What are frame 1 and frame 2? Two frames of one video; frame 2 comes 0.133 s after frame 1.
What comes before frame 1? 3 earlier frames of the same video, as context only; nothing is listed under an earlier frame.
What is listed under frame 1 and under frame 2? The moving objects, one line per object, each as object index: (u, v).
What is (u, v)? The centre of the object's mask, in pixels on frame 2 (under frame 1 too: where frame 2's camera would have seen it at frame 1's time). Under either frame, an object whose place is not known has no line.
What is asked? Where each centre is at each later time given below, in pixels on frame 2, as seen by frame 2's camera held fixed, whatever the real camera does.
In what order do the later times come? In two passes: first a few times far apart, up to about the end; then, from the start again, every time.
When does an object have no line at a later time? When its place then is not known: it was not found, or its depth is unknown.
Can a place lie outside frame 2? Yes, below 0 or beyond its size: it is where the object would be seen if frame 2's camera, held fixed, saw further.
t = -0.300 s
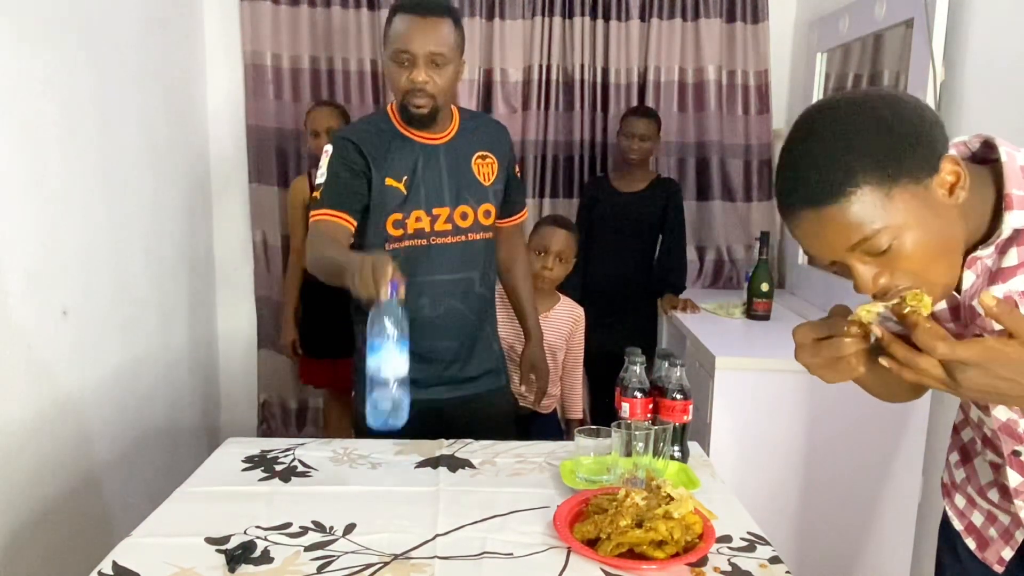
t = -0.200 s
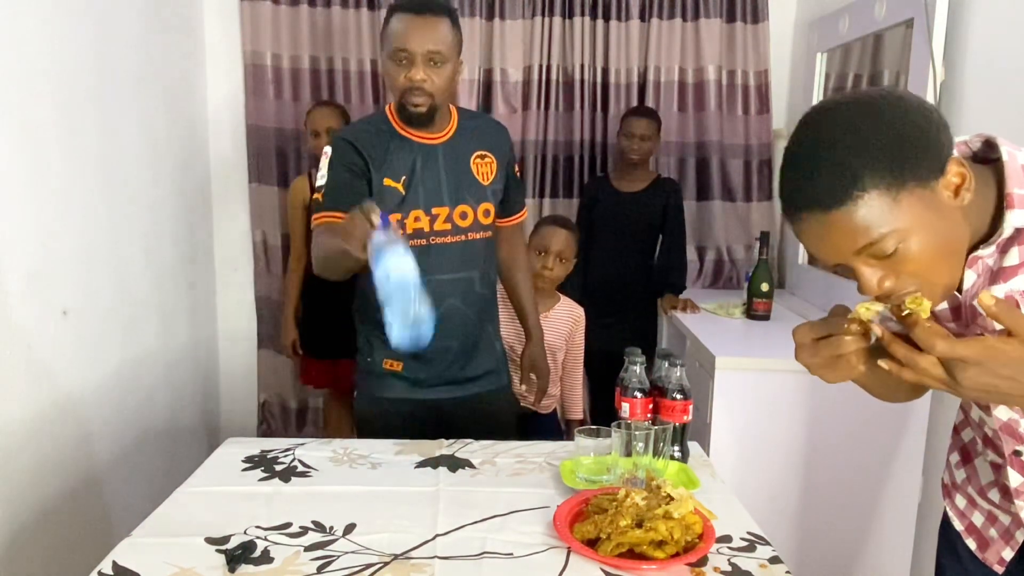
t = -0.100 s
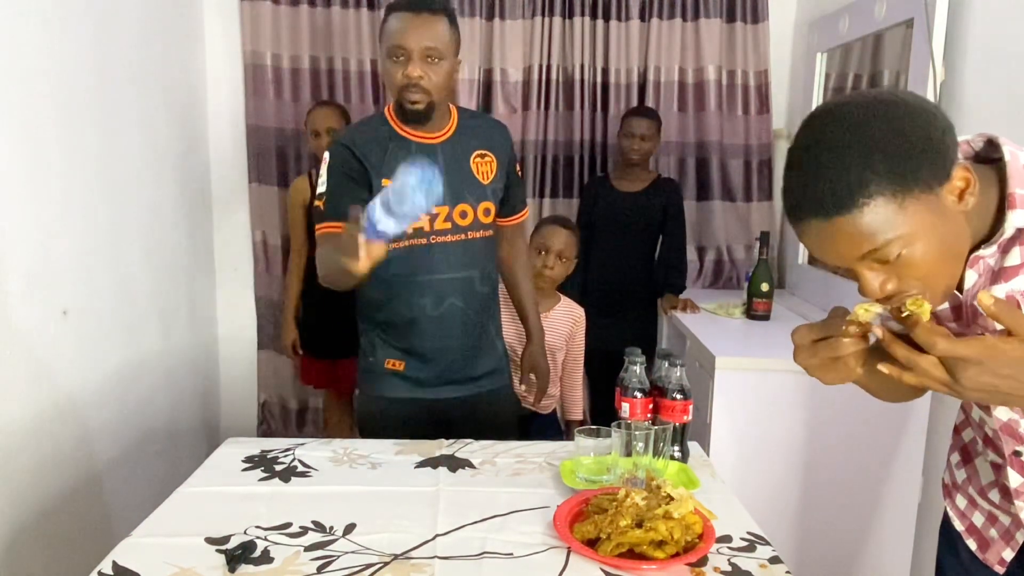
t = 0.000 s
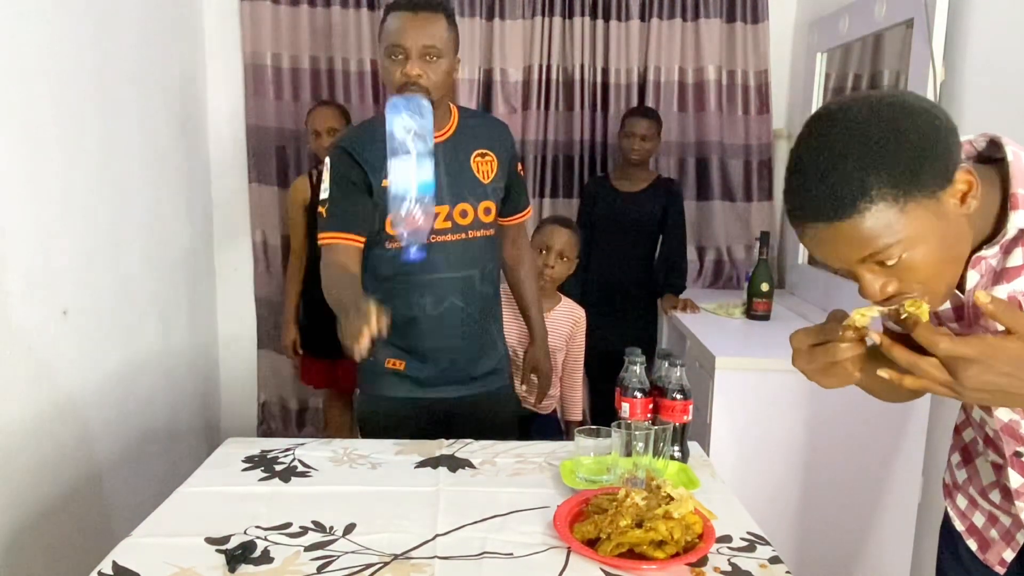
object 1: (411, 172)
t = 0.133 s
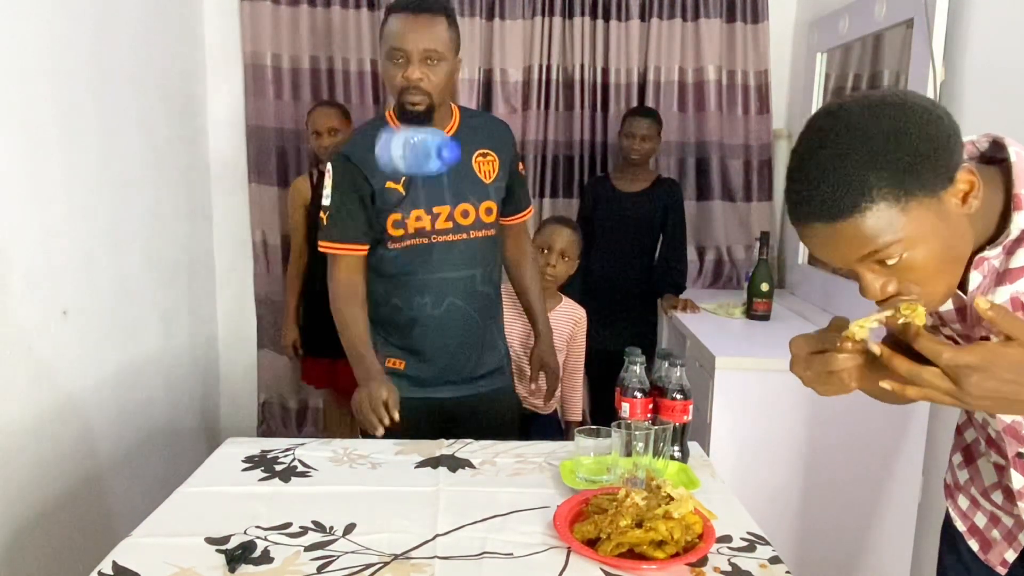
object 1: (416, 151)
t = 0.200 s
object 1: (410, 189)
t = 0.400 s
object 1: (400, 402)
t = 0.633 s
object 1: (391, 392)
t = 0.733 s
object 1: (387, 398)
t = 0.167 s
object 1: (413, 167)
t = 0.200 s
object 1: (410, 189)
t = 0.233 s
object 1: (407, 219)
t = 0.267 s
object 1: (404, 257)
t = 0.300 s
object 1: (403, 302)
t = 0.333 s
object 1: (401, 350)
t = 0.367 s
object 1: (399, 401)
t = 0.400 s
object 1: (400, 402)
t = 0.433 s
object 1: (402, 400)
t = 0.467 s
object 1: (400, 399)
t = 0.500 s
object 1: (398, 397)
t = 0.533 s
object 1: (397, 394)
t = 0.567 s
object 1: (396, 392)
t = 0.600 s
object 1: (394, 391)
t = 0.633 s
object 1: (391, 392)
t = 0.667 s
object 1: (390, 392)
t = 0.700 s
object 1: (388, 394)
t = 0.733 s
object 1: (387, 398)
